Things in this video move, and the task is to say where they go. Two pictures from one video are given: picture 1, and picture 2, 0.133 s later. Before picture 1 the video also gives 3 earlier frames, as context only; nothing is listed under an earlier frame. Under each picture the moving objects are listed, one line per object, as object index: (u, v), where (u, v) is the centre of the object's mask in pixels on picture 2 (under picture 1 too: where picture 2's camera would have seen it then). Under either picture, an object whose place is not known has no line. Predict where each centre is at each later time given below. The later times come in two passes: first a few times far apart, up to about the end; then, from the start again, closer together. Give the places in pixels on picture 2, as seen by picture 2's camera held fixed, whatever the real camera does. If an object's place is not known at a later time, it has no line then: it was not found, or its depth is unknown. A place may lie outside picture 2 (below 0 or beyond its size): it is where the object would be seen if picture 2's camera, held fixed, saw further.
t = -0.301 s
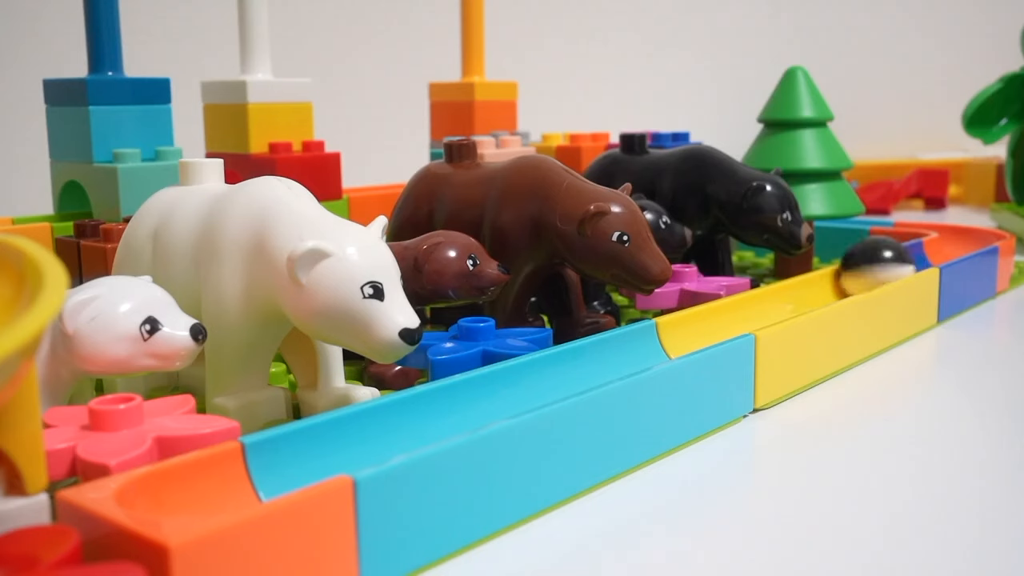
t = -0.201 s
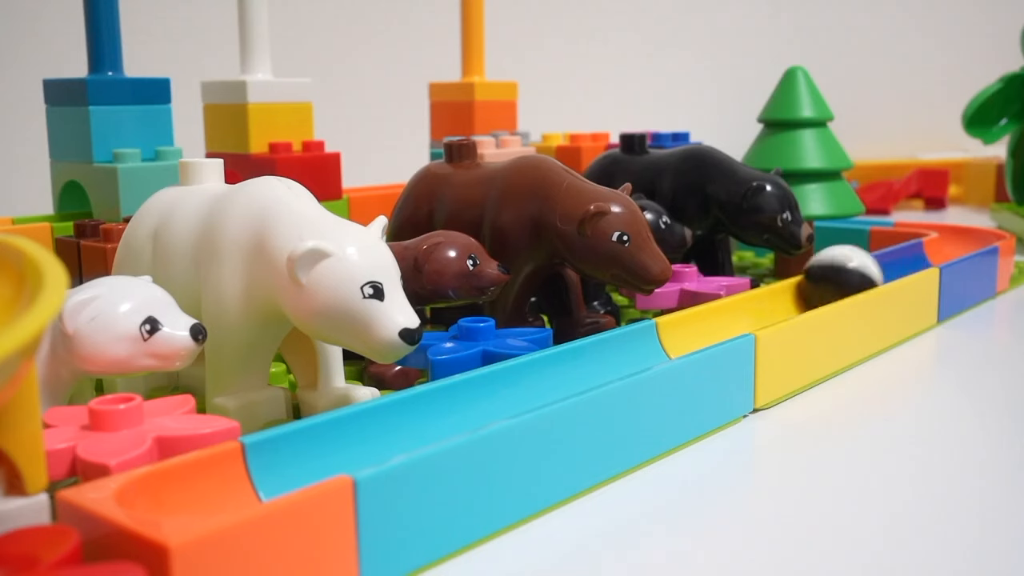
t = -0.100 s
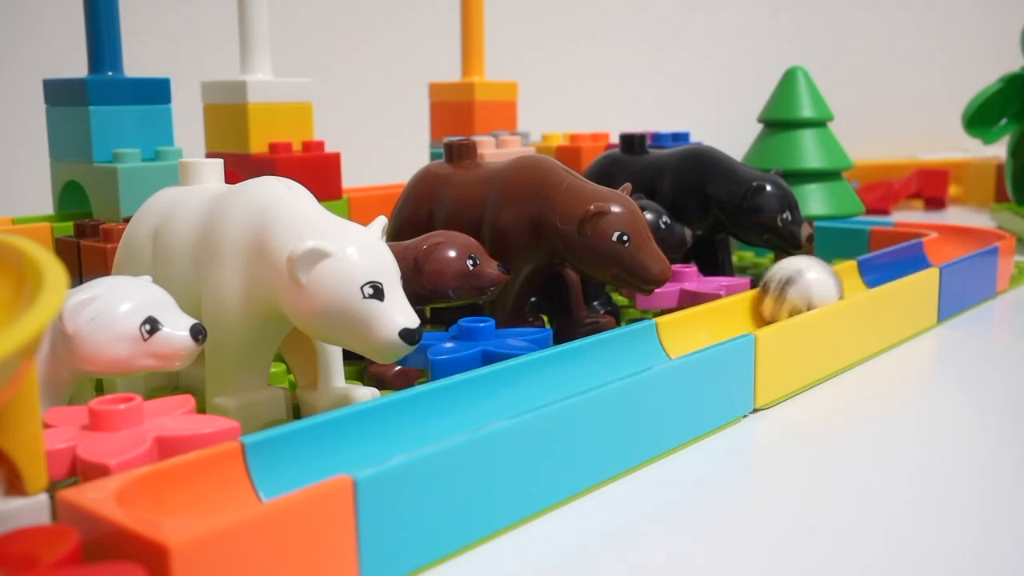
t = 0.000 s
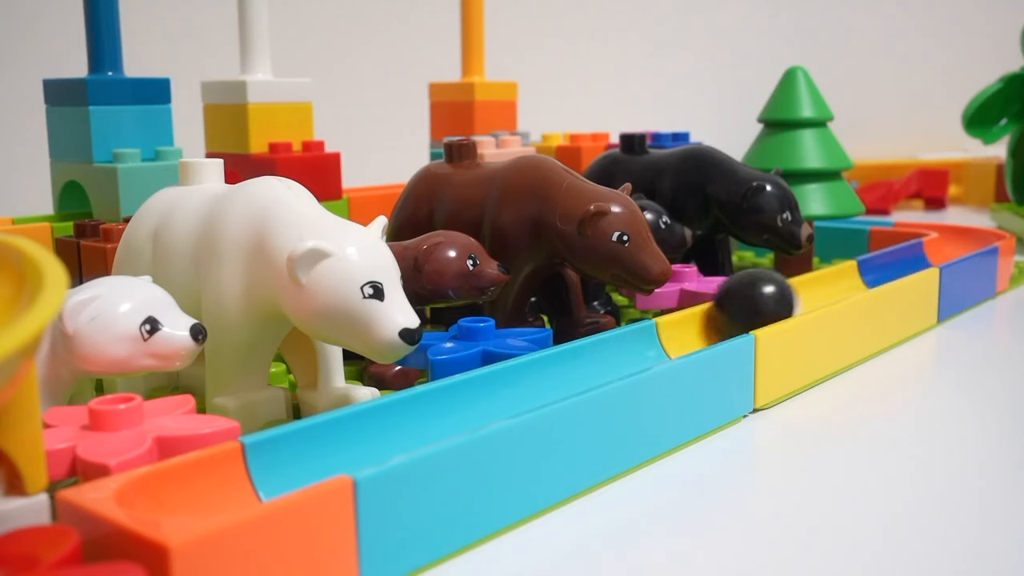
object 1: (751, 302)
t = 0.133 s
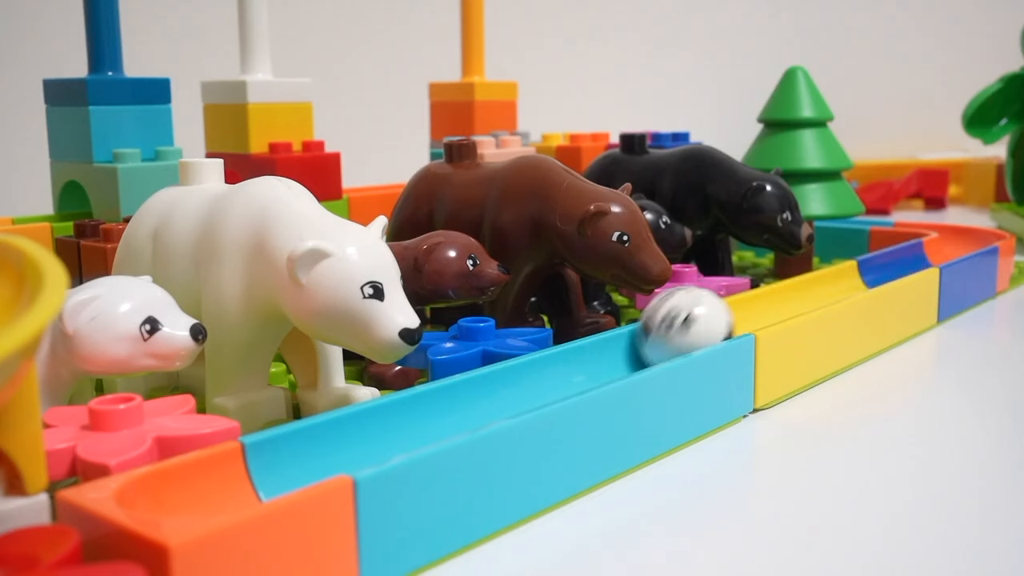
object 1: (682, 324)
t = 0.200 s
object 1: (643, 337)
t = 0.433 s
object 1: (480, 385)
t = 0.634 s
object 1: (292, 441)
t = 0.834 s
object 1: (211, 465)
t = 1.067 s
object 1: (242, 457)
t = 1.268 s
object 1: (255, 451)
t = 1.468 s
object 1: (250, 453)
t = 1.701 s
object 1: (219, 464)
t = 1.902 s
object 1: (207, 466)
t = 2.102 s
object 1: (224, 462)
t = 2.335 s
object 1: (229, 461)
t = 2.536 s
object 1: (225, 462)
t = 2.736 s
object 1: (226, 462)
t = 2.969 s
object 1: (226, 462)
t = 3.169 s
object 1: (225, 462)
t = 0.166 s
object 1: (664, 329)
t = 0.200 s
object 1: (643, 337)
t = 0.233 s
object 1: (623, 343)
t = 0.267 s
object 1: (606, 346)
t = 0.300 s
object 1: (582, 356)
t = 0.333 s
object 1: (566, 356)
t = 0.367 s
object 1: (534, 370)
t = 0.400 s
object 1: (507, 378)
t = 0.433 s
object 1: (480, 385)
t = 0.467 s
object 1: (449, 395)
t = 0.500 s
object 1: (421, 405)
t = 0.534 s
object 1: (388, 415)
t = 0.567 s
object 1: (358, 423)
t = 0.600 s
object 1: (325, 435)
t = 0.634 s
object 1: (292, 441)
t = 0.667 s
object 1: (251, 454)
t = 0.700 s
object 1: (210, 465)
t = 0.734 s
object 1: (199, 461)
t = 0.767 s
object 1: (206, 465)
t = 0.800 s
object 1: (205, 465)
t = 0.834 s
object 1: (211, 465)
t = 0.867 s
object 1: (215, 464)
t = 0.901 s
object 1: (220, 463)
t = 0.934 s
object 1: (225, 462)
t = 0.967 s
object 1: (228, 461)
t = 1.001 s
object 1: (234, 460)
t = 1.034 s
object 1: (238, 458)
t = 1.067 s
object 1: (242, 457)
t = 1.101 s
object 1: (246, 456)
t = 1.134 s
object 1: (249, 454)
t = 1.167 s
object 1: (251, 453)
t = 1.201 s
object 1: (253, 452)
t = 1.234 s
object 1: (255, 452)
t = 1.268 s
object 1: (255, 451)
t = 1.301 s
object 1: (256, 451)
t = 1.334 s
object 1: (255, 451)
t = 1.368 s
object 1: (254, 451)
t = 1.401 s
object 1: (254, 452)
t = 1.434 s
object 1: (252, 452)
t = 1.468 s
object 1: (250, 453)
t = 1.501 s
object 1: (246, 455)
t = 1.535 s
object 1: (243, 456)
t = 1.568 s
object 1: (239, 458)
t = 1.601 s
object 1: (234, 459)
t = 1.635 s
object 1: (229, 461)
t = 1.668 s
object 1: (224, 462)
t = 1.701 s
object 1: (219, 464)
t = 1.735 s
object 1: (215, 465)
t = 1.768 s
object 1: (210, 466)
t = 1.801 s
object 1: (207, 466)
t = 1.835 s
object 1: (204, 467)
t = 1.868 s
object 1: (205, 466)
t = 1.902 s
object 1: (207, 466)
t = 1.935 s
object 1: (210, 466)
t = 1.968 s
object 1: (213, 465)
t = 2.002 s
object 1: (216, 464)
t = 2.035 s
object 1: (220, 463)
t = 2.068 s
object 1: (223, 463)
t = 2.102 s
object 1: (224, 462)
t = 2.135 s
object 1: (226, 462)
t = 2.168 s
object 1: (228, 461)
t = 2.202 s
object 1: (229, 461)
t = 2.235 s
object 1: (230, 460)
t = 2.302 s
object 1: (229, 460)
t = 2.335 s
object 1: (229, 461)
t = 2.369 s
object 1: (227, 461)
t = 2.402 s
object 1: (226, 462)
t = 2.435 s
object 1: (225, 462)
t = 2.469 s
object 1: (224, 462)
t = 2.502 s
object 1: (224, 462)
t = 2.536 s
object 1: (225, 462)
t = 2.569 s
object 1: (225, 462)
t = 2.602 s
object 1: (226, 462)
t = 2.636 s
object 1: (226, 462)
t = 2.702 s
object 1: (226, 462)
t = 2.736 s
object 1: (226, 462)
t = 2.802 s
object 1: (226, 462)
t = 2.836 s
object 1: (226, 462)
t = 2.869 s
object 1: (226, 462)
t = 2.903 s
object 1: (226, 462)
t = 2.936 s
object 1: (225, 462)
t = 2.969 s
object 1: (226, 462)
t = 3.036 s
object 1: (225, 462)
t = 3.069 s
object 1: (226, 462)
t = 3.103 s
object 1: (226, 462)
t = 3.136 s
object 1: (226, 462)
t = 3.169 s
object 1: (225, 462)
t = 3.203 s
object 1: (226, 462)
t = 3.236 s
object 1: (226, 462)
